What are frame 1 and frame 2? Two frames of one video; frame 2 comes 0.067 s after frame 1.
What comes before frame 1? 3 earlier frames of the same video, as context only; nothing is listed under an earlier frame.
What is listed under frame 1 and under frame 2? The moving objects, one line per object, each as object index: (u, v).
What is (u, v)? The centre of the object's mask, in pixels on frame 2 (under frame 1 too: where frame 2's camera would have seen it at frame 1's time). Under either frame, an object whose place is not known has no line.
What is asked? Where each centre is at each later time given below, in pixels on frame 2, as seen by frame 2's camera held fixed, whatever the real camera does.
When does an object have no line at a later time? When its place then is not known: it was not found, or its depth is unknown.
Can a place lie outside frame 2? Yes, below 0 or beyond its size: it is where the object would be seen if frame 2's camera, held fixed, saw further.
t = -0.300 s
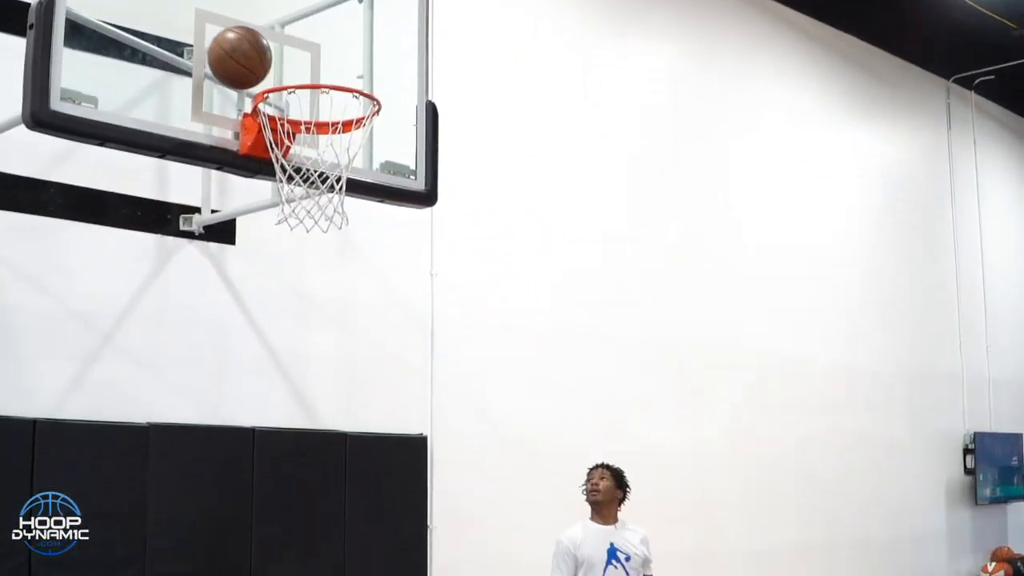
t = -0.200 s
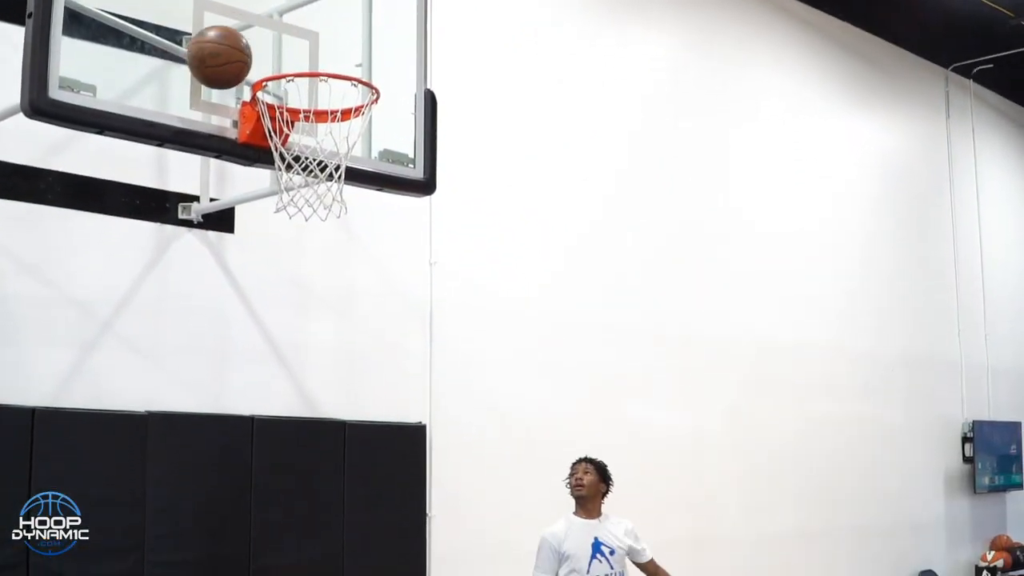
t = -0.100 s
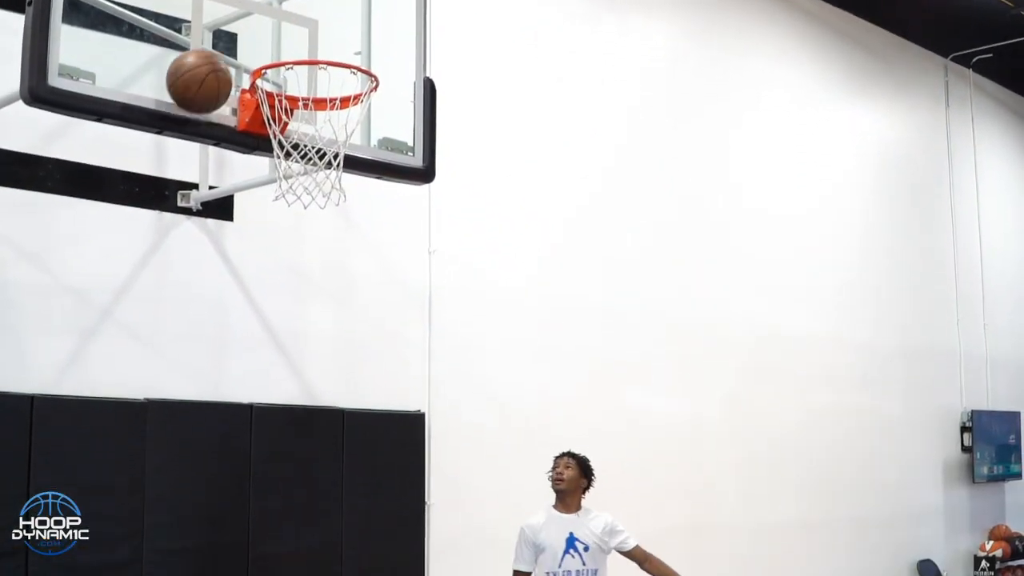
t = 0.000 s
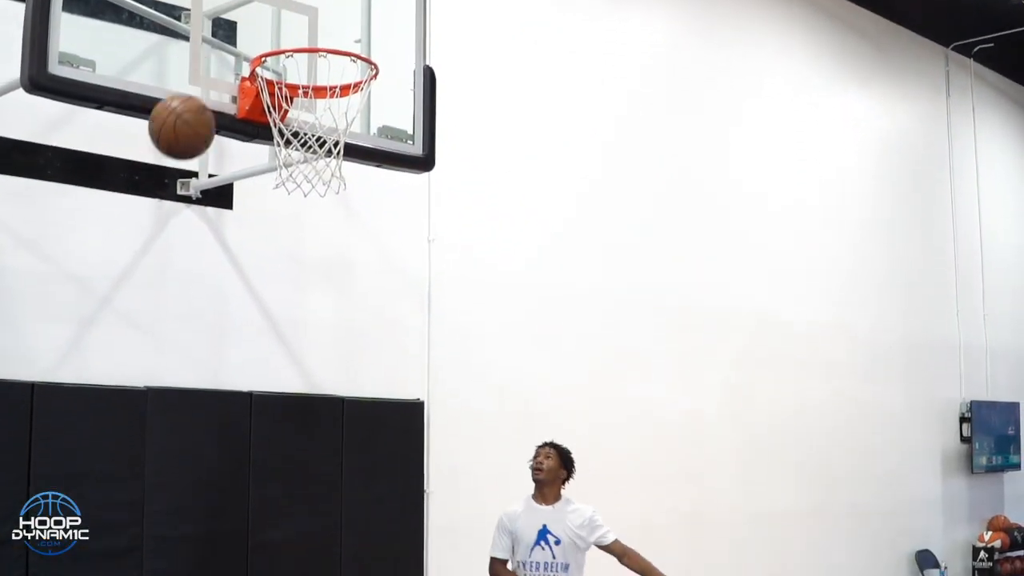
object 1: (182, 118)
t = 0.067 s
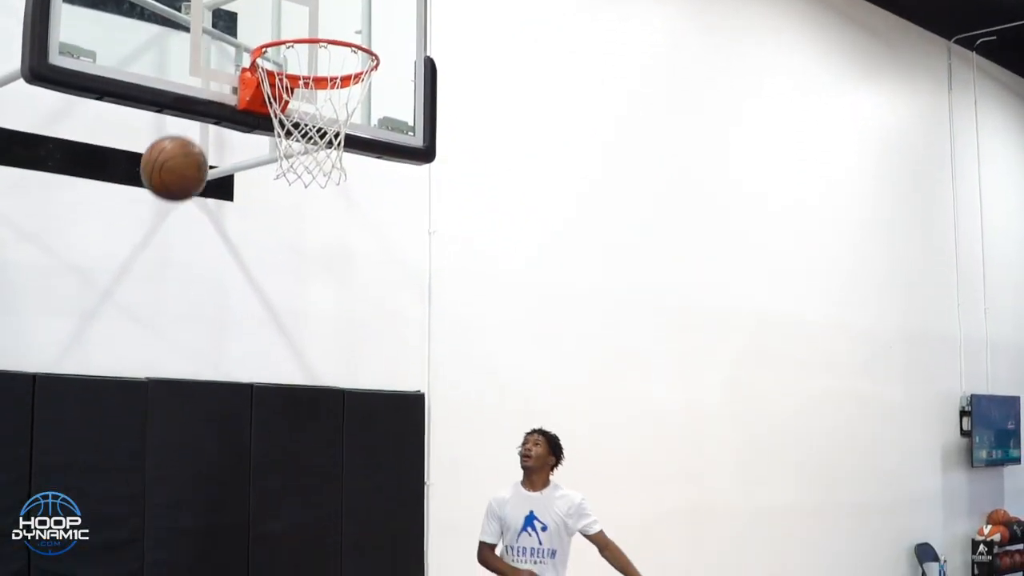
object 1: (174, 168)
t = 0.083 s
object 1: (172, 182)
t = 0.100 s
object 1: (171, 198)
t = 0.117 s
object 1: (168, 214)
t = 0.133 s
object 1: (166, 231)
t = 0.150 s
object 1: (164, 248)
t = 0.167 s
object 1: (162, 266)
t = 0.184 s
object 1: (160, 286)
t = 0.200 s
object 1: (158, 305)
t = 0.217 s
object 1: (155, 326)
